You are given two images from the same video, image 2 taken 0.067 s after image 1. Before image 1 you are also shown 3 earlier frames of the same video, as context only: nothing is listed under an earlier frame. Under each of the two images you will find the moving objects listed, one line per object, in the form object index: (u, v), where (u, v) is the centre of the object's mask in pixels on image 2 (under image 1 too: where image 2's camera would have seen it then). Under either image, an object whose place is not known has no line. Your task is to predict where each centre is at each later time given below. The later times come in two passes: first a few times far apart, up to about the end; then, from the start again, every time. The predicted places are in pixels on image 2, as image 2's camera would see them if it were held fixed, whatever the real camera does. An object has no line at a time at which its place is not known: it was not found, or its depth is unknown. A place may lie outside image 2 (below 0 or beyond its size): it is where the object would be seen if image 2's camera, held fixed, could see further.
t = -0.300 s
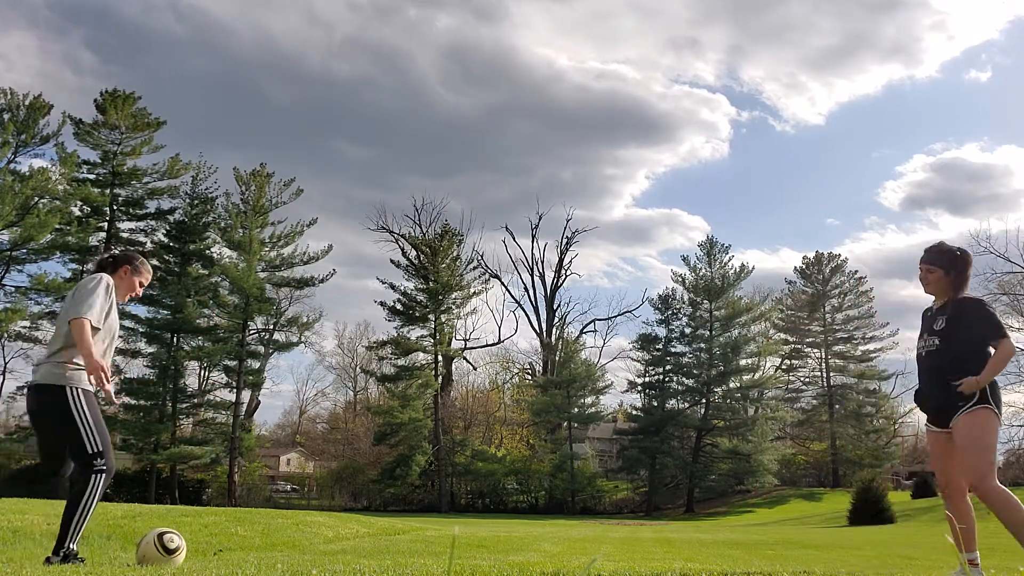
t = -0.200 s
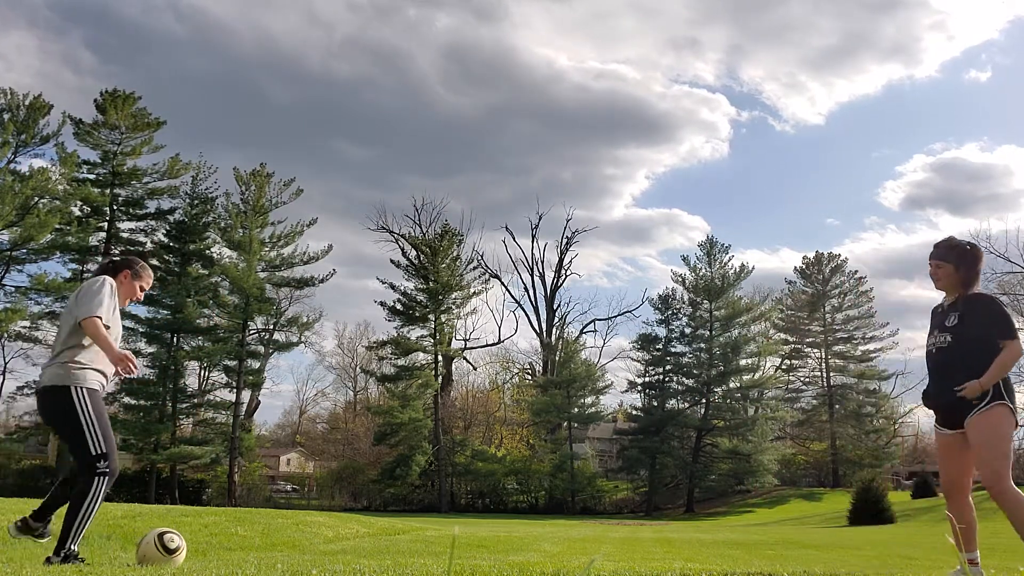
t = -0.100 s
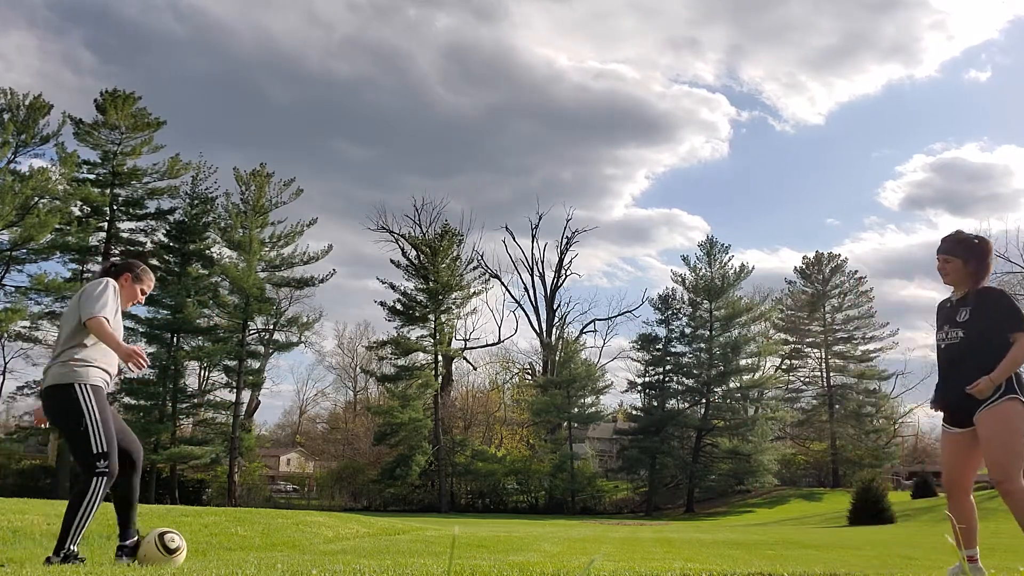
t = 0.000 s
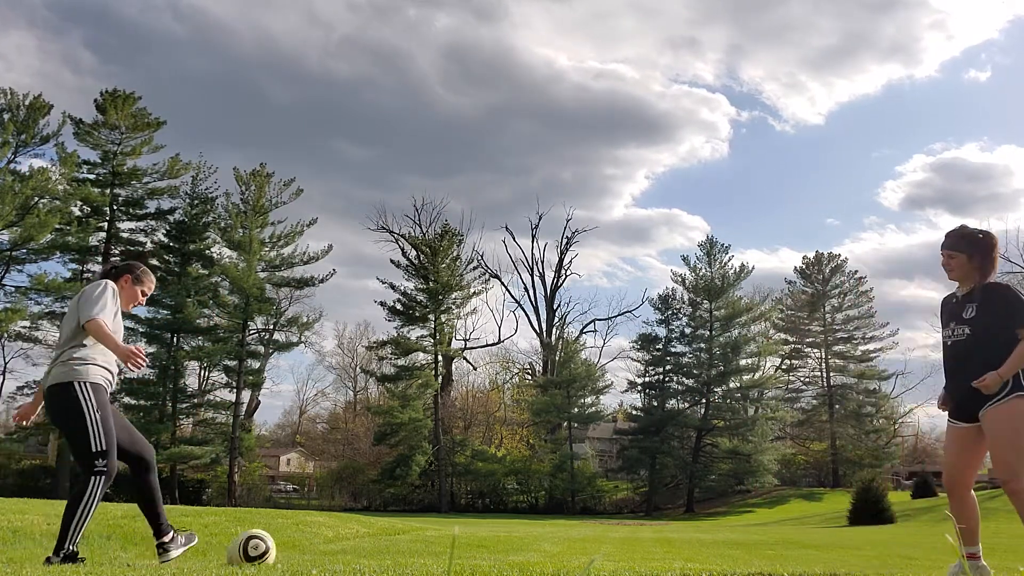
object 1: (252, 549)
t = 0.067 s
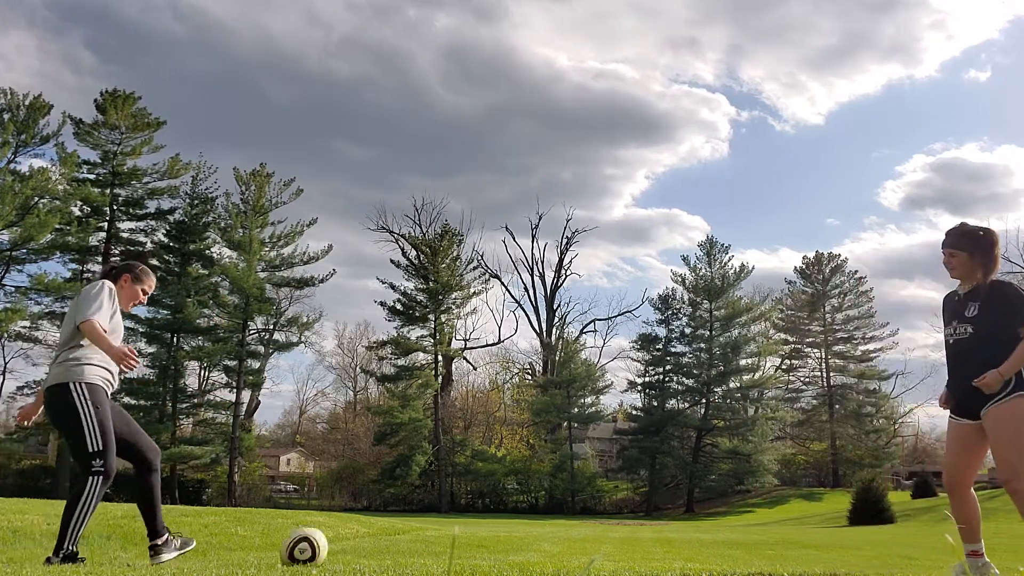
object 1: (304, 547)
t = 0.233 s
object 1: (412, 548)
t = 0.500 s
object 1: (536, 549)
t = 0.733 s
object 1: (624, 551)
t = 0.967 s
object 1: (694, 553)
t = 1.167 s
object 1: (735, 552)
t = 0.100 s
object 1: (330, 548)
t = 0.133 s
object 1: (355, 551)
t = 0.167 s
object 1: (376, 551)
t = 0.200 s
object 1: (395, 550)
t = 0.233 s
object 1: (412, 548)
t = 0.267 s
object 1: (430, 548)
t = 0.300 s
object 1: (446, 549)
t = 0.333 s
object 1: (462, 550)
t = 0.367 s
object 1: (478, 550)
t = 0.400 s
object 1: (493, 548)
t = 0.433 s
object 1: (508, 548)
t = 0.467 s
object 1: (522, 548)
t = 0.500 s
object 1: (536, 549)
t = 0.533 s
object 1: (551, 551)
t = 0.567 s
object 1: (564, 549)
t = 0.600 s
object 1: (576, 549)
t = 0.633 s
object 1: (588, 550)
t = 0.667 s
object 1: (601, 550)
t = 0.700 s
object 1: (612, 550)
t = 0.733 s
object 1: (624, 551)
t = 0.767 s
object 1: (636, 550)
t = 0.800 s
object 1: (646, 549)
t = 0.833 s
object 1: (656, 550)
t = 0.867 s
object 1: (666, 550)
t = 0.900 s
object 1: (675, 551)
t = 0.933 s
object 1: (685, 553)
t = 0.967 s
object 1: (694, 553)
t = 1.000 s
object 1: (702, 552)
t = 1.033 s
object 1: (709, 551)
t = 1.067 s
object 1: (717, 552)
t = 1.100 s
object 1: (722, 551)
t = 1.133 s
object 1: (729, 552)
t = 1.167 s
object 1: (735, 552)
